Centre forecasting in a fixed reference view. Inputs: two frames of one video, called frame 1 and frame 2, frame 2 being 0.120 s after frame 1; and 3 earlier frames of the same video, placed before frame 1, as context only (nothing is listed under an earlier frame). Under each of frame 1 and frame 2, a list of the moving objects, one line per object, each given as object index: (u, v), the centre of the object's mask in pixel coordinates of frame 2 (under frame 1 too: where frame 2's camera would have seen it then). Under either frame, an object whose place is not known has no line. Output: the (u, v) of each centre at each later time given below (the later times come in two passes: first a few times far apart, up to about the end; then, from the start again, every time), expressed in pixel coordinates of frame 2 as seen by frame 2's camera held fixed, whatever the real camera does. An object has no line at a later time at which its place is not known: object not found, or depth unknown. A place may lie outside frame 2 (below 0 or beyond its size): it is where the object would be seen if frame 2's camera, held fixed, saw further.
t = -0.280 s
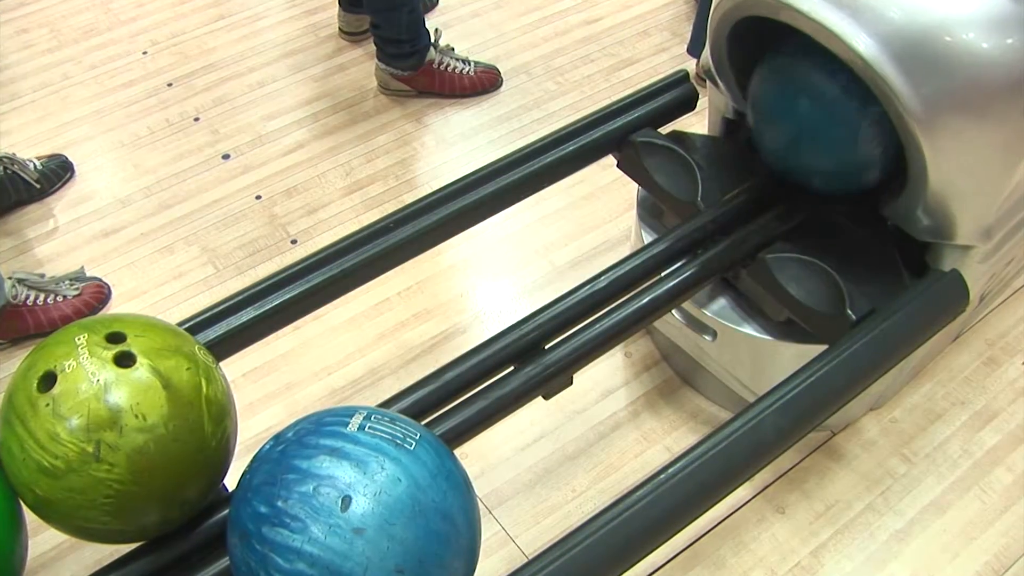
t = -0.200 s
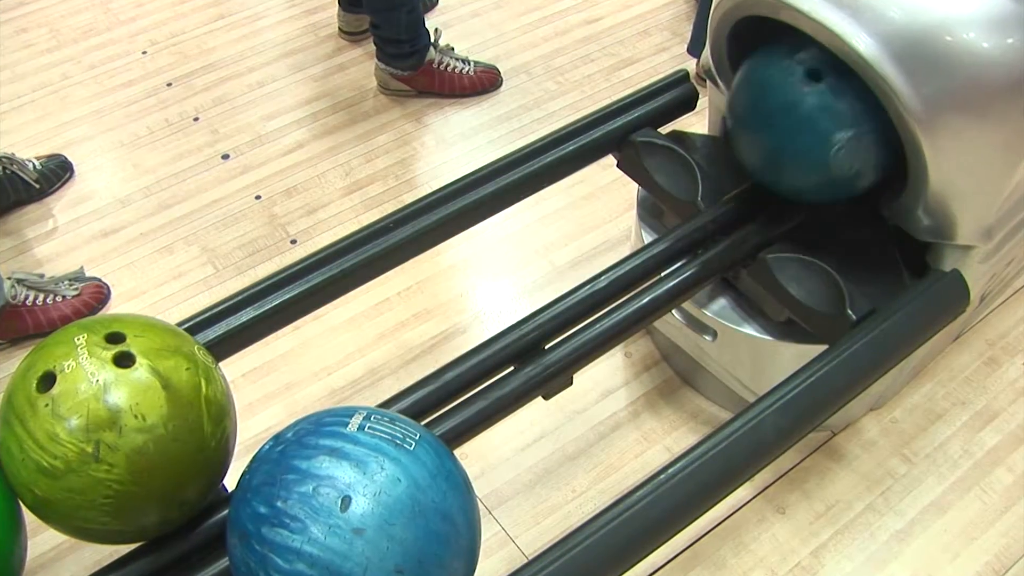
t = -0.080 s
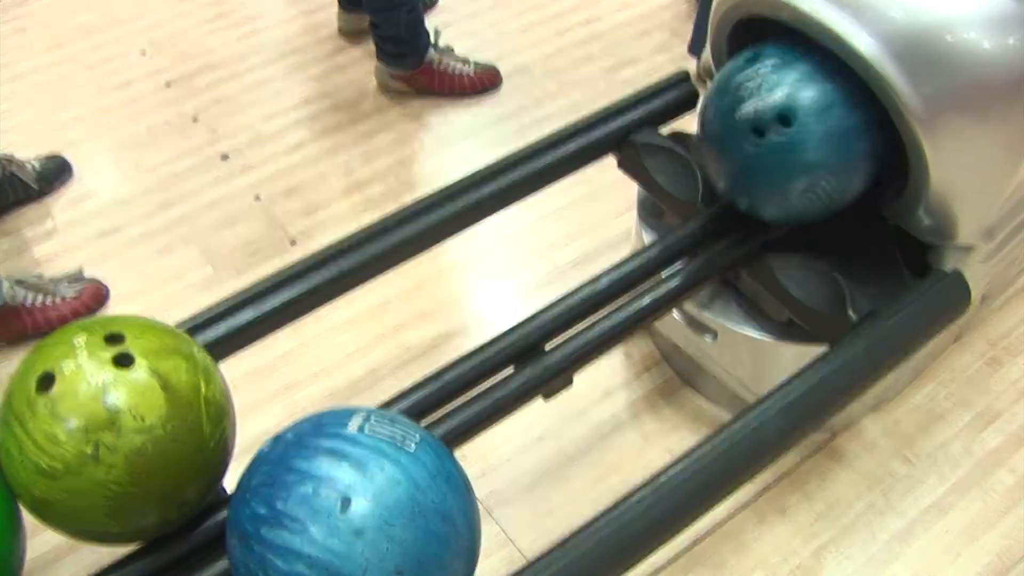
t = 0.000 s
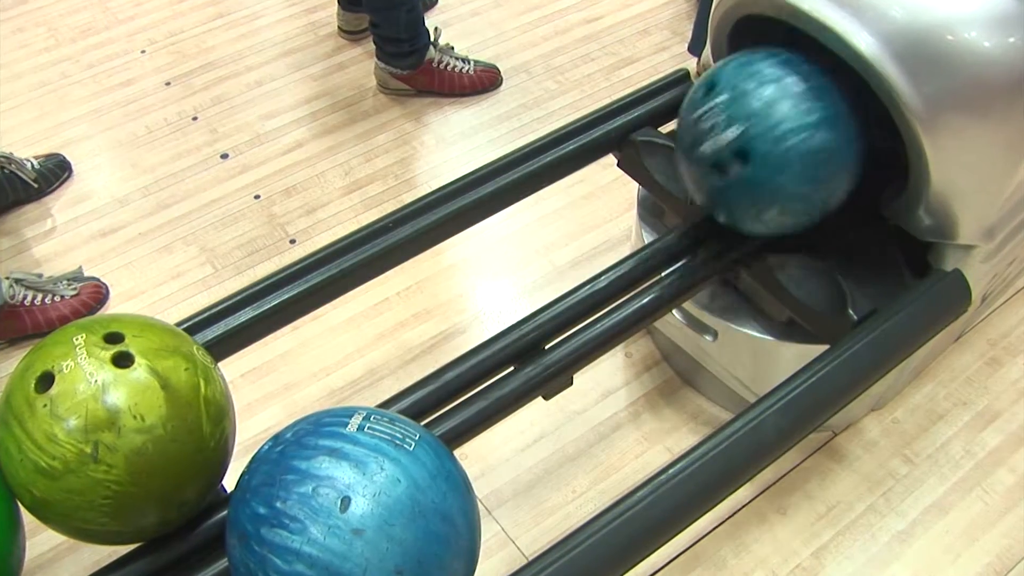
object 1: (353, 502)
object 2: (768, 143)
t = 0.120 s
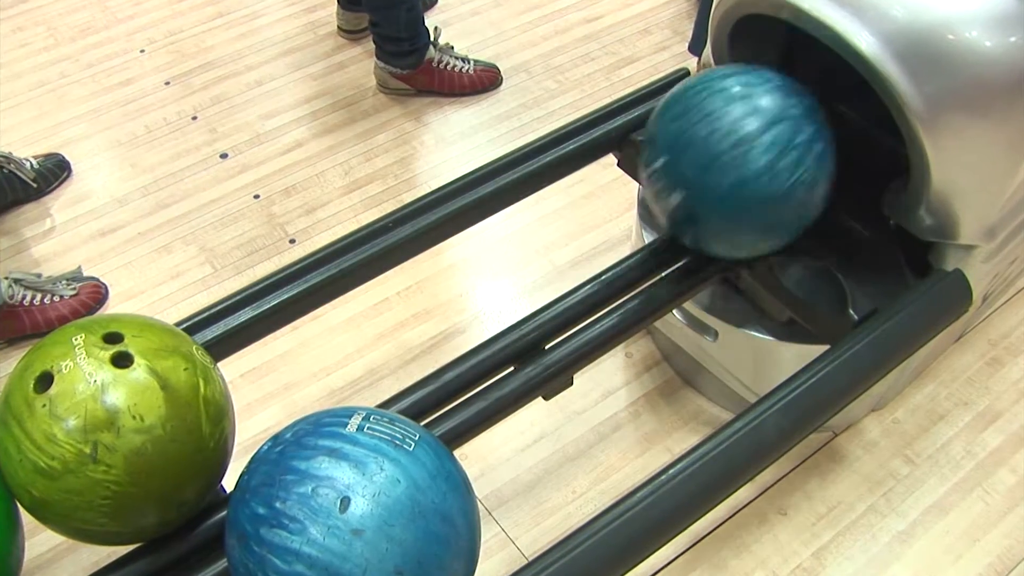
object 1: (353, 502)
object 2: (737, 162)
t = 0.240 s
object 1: (353, 501)
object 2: (702, 183)
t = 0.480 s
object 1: (353, 500)
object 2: (618, 231)
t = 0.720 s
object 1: (354, 500)
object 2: (518, 290)
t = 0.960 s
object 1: (330, 506)
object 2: (426, 327)
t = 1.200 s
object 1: (286, 518)
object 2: (355, 346)
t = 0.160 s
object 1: (353, 501)
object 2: (727, 168)
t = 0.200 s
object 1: (353, 501)
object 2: (714, 176)
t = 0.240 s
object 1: (353, 501)
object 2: (702, 183)
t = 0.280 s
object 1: (353, 501)
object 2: (689, 190)
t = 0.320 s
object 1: (353, 501)
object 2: (675, 198)
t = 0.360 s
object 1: (353, 501)
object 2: (661, 206)
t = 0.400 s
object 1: (353, 501)
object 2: (647, 214)
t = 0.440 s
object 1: (353, 501)
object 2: (632, 223)
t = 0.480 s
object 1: (353, 500)
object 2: (618, 231)
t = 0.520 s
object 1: (353, 500)
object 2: (602, 239)
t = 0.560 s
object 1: (353, 500)
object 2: (585, 249)
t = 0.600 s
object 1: (353, 500)
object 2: (569, 260)
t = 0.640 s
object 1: (354, 500)
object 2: (552, 269)
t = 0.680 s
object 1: (354, 500)
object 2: (535, 279)
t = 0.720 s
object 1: (354, 500)
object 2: (518, 290)
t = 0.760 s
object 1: (354, 500)
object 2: (500, 301)
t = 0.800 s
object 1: (354, 500)
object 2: (480, 312)
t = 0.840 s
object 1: (354, 500)
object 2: (462, 323)
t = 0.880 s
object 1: (346, 501)
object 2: (448, 324)
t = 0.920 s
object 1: (338, 504)
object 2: (437, 325)
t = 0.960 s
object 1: (330, 506)
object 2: (426, 327)
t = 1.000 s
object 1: (323, 508)
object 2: (414, 330)
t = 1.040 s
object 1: (316, 510)
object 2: (402, 333)
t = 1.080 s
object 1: (309, 512)
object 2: (391, 336)
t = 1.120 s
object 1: (301, 514)
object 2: (379, 340)
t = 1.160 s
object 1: (293, 516)
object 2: (367, 343)
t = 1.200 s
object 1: (286, 518)
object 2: (355, 346)
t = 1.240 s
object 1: (278, 520)
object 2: (341, 349)
